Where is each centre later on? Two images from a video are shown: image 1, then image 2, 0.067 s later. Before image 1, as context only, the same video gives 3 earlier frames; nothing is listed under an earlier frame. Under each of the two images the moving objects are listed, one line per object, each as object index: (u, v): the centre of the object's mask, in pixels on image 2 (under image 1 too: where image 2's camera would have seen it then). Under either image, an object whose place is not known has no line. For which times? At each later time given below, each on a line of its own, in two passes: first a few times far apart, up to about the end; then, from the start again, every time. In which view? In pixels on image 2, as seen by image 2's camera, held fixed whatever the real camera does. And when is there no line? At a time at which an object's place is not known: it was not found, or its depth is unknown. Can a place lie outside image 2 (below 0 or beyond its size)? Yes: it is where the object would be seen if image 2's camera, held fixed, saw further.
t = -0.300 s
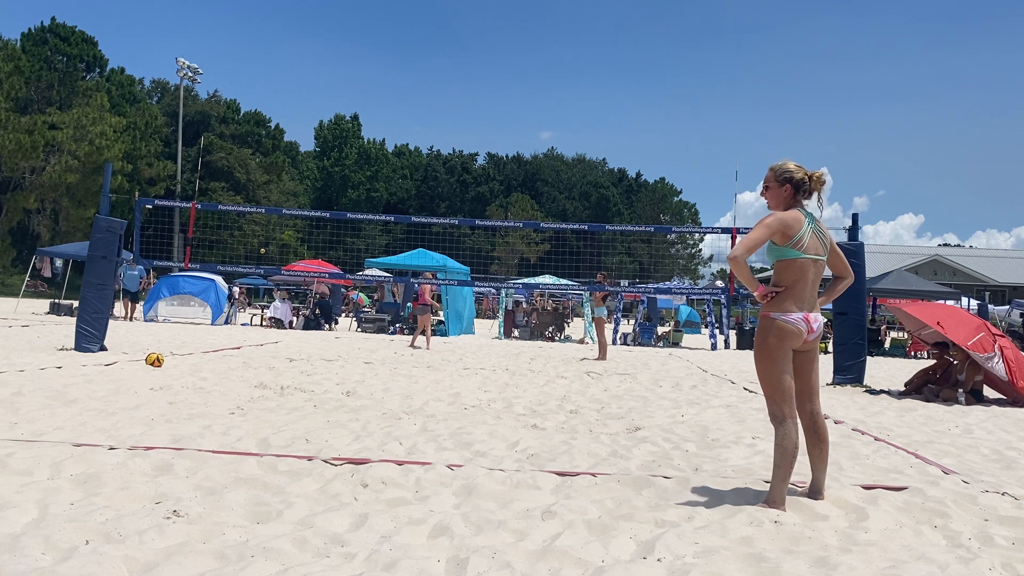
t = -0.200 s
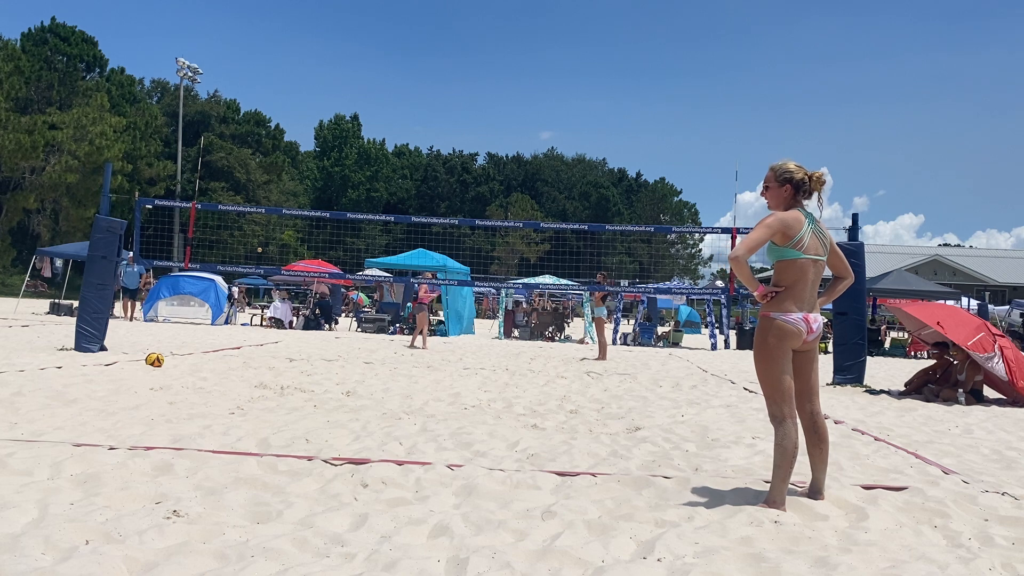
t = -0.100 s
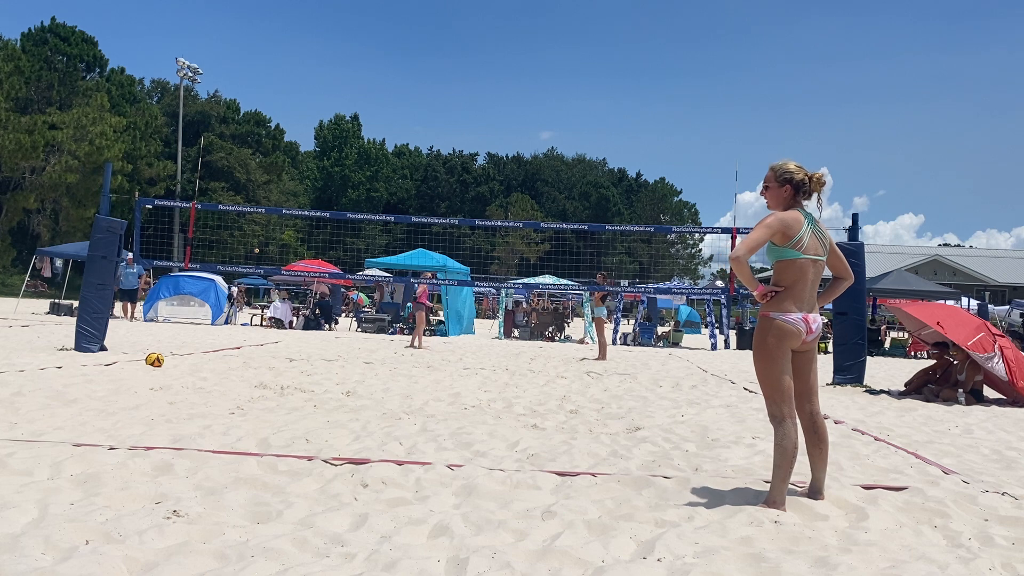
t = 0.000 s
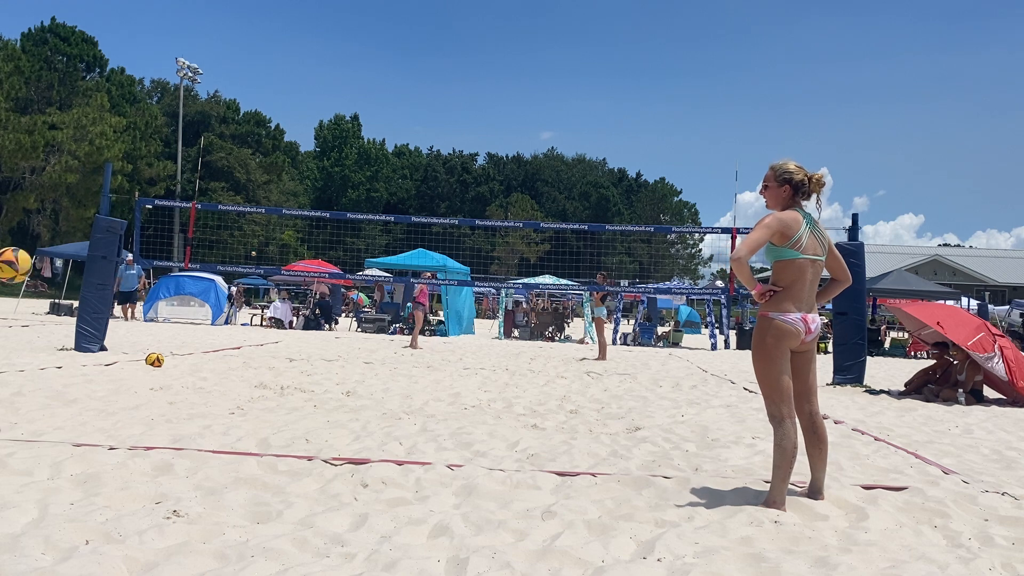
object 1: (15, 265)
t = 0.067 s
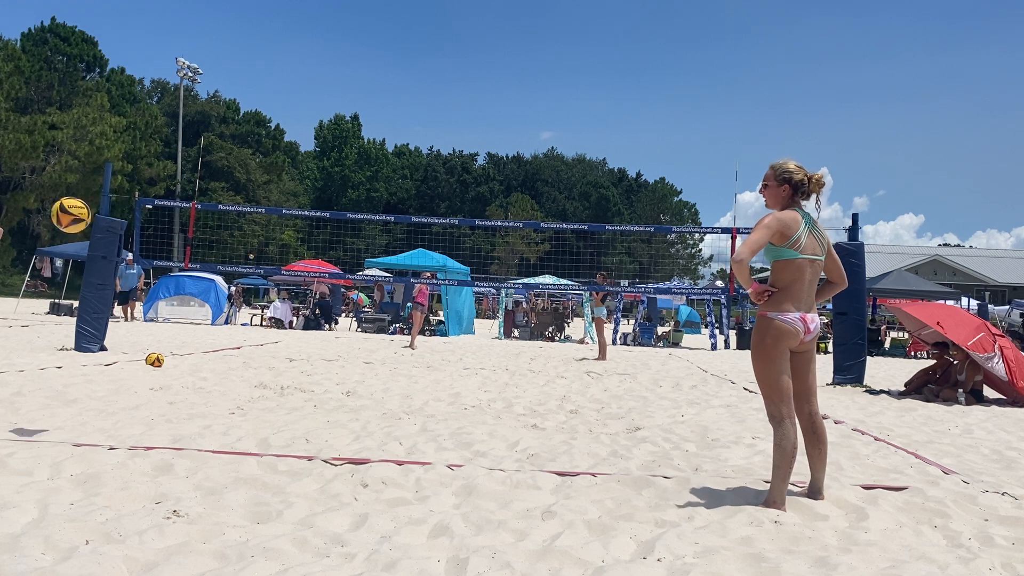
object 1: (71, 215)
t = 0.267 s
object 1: (242, 111)
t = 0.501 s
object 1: (430, 76)
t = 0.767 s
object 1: (629, 141)
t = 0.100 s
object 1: (100, 192)
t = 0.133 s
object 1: (129, 172)
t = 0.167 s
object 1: (157, 154)
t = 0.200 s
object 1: (186, 137)
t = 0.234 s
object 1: (214, 123)
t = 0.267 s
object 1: (242, 111)
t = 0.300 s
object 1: (270, 100)
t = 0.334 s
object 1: (297, 92)
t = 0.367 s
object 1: (324, 85)
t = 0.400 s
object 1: (350, 80)
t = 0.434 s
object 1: (377, 77)
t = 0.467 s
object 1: (403, 75)
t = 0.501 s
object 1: (430, 76)
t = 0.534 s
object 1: (456, 77)
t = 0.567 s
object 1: (481, 82)
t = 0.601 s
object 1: (506, 87)
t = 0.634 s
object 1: (531, 95)
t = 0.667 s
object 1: (556, 104)
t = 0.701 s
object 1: (581, 115)
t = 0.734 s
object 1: (605, 127)
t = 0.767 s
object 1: (629, 141)
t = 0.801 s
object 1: (654, 157)
